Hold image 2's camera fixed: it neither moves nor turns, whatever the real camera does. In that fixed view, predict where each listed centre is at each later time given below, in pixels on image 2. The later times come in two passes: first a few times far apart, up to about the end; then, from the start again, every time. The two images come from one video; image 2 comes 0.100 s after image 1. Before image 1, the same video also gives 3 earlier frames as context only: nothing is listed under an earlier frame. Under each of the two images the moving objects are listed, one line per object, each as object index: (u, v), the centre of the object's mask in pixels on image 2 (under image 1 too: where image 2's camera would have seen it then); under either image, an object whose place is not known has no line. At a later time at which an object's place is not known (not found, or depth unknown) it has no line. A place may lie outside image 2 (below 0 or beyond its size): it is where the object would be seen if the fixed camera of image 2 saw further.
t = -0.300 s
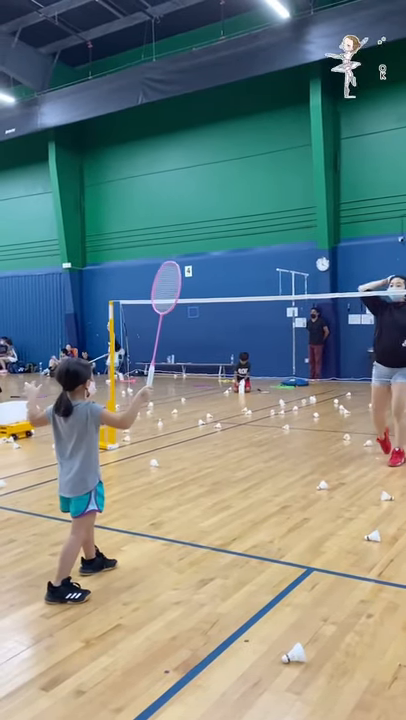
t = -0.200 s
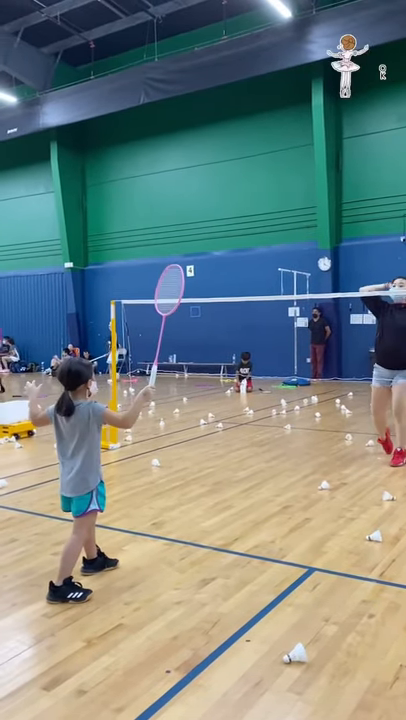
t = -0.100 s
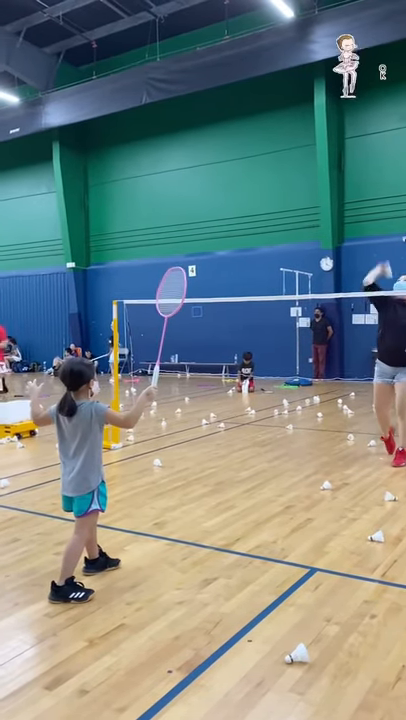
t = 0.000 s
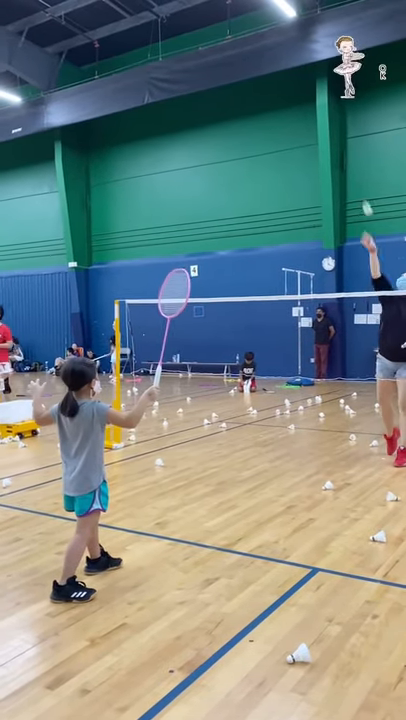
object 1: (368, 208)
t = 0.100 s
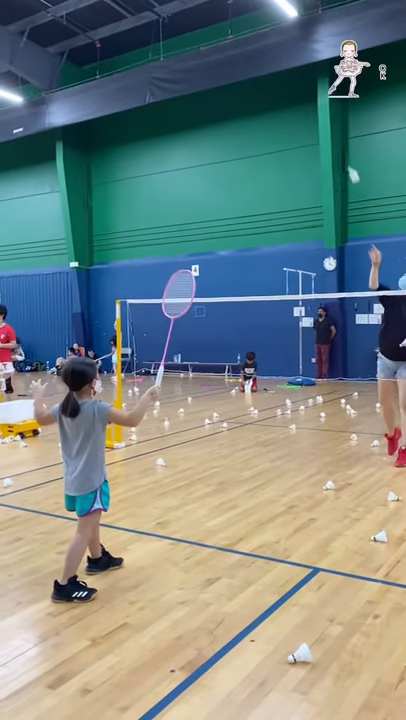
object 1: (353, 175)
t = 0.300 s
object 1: (299, 106)
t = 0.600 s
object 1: (210, 104)
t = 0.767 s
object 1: (156, 181)
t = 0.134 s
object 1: (345, 160)
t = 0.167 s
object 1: (337, 146)
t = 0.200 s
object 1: (327, 134)
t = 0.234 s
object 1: (318, 123)
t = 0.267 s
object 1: (308, 114)
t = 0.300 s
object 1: (299, 106)
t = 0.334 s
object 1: (290, 99)
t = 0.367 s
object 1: (281, 94)
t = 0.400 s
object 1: (272, 89)
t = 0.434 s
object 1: (262, 87)
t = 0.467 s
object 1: (252, 86)
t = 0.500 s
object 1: (242, 87)
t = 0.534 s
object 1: (231, 90)
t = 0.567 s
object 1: (221, 96)
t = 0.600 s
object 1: (210, 104)
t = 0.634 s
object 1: (199, 115)
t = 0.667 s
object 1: (188, 127)
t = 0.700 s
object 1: (178, 142)
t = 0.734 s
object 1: (167, 160)
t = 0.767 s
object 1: (156, 181)
